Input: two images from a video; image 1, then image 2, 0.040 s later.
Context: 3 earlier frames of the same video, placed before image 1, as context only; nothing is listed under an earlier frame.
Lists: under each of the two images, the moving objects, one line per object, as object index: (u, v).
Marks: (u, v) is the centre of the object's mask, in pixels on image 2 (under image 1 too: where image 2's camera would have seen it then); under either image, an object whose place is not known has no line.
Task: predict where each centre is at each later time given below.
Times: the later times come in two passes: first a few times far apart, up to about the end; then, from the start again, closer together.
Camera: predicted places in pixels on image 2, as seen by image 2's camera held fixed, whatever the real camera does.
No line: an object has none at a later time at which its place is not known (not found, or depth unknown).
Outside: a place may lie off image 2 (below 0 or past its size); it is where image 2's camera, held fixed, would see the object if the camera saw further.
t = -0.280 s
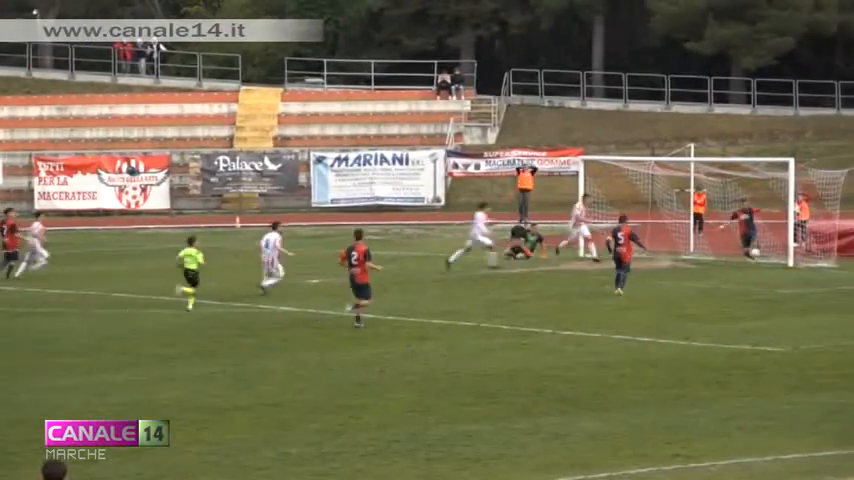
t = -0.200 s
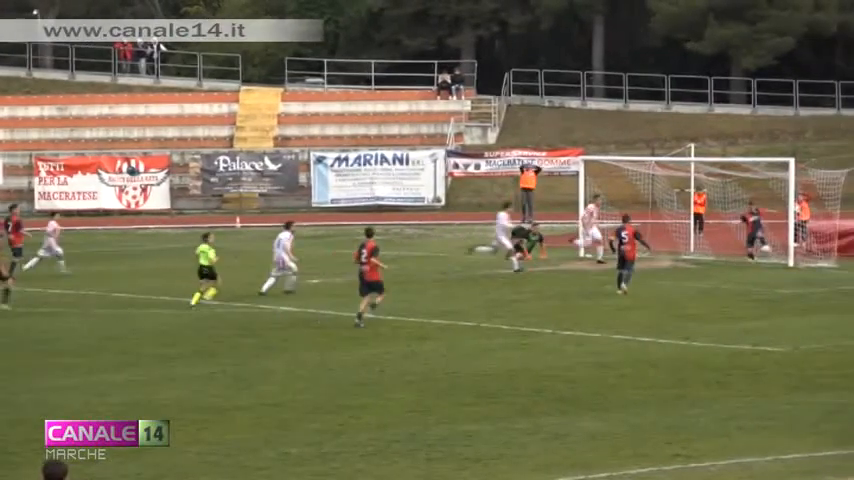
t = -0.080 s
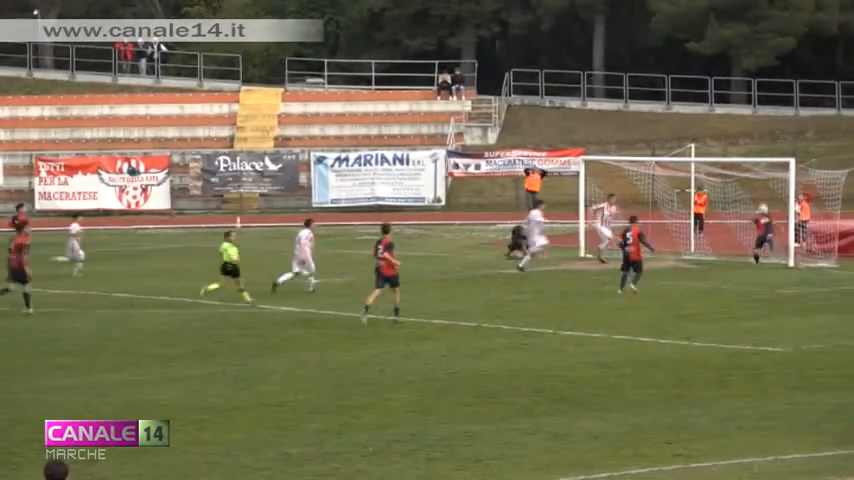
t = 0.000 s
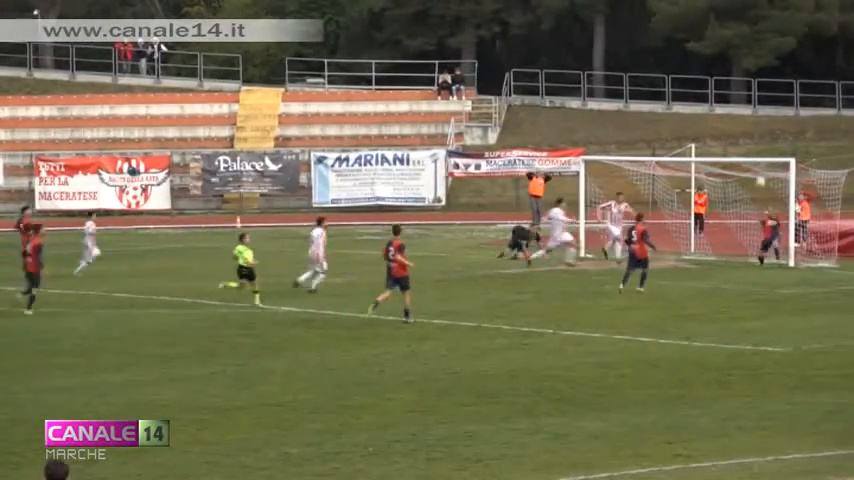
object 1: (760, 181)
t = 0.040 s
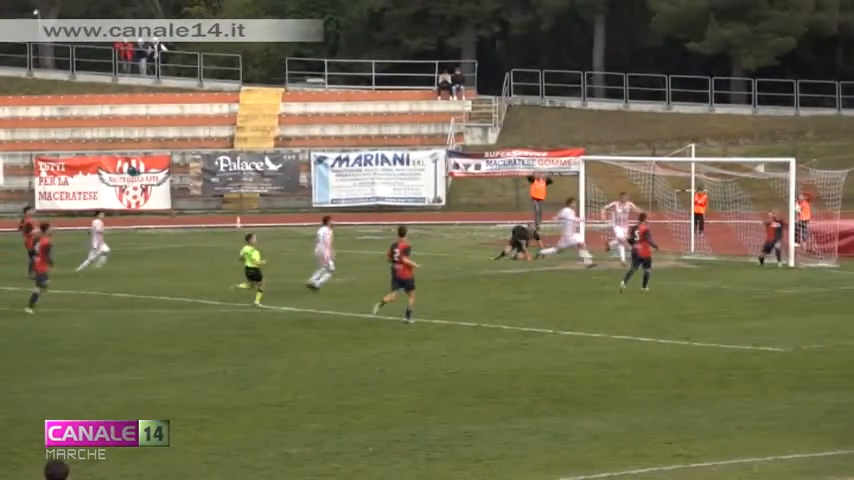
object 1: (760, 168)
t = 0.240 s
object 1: (759, 115)
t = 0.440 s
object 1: (765, 76)
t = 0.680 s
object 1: (778, 49)
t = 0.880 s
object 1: (793, 46)
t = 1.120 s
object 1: (817, 66)
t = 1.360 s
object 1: (848, 117)
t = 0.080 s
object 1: (759, 156)
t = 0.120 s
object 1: (759, 146)
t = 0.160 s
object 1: (758, 134)
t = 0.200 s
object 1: (759, 125)
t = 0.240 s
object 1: (759, 115)
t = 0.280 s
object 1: (760, 107)
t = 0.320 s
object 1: (761, 98)
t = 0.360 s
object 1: (762, 90)
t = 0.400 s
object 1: (763, 83)
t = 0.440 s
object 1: (765, 76)
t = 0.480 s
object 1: (766, 70)
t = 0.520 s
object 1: (768, 65)
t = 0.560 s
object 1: (770, 60)
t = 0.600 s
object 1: (773, 56)
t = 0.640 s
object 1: (775, 53)
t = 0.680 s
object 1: (778, 49)
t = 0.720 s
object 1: (780, 47)
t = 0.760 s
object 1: (783, 46)
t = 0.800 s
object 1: (786, 45)
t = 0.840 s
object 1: (790, 45)
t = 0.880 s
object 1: (793, 46)
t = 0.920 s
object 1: (797, 47)
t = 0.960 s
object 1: (801, 50)
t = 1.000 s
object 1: (805, 53)
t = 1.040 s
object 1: (809, 56)
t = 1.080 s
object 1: (813, 61)
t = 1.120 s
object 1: (817, 66)
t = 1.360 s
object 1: (848, 117)
